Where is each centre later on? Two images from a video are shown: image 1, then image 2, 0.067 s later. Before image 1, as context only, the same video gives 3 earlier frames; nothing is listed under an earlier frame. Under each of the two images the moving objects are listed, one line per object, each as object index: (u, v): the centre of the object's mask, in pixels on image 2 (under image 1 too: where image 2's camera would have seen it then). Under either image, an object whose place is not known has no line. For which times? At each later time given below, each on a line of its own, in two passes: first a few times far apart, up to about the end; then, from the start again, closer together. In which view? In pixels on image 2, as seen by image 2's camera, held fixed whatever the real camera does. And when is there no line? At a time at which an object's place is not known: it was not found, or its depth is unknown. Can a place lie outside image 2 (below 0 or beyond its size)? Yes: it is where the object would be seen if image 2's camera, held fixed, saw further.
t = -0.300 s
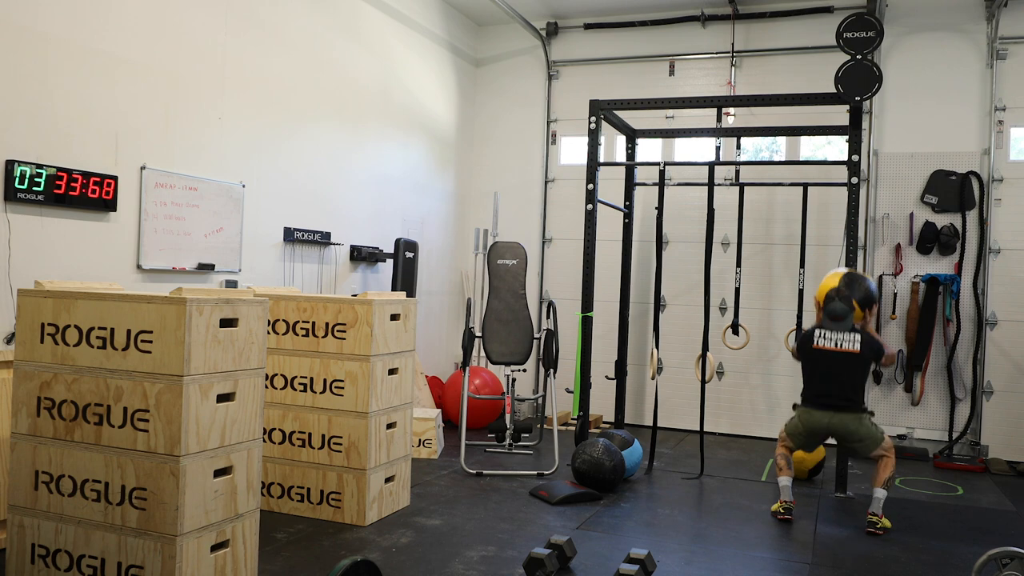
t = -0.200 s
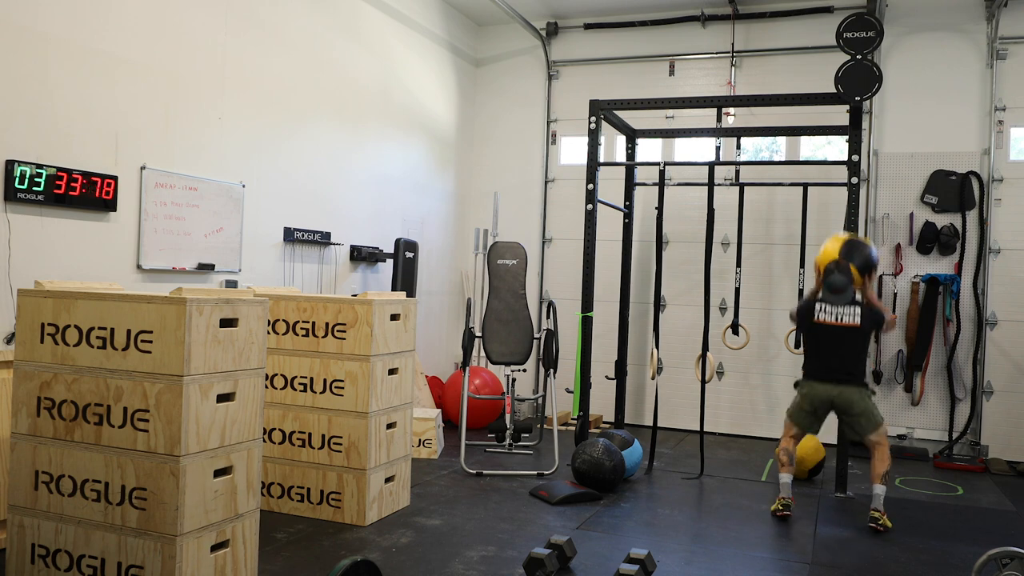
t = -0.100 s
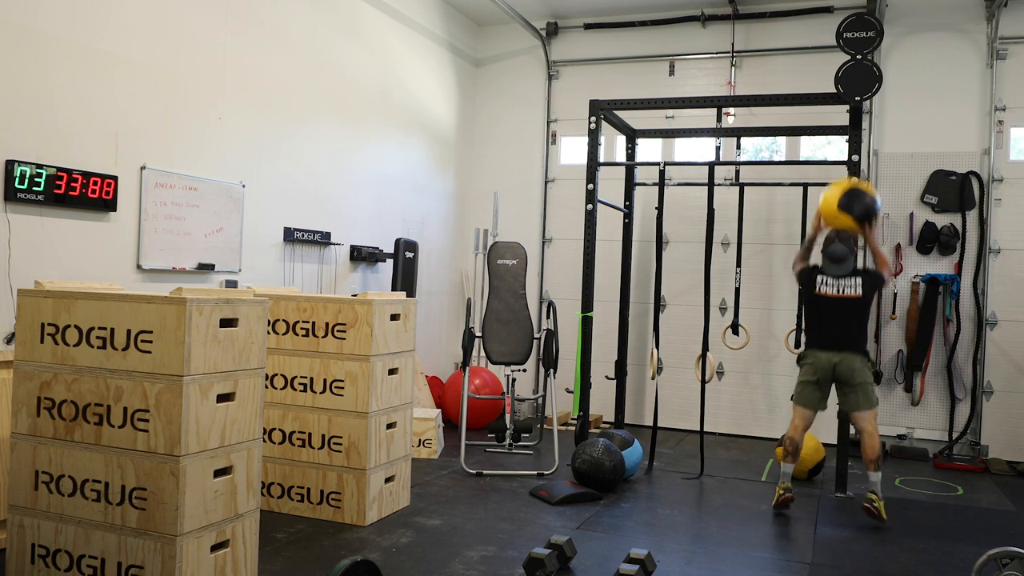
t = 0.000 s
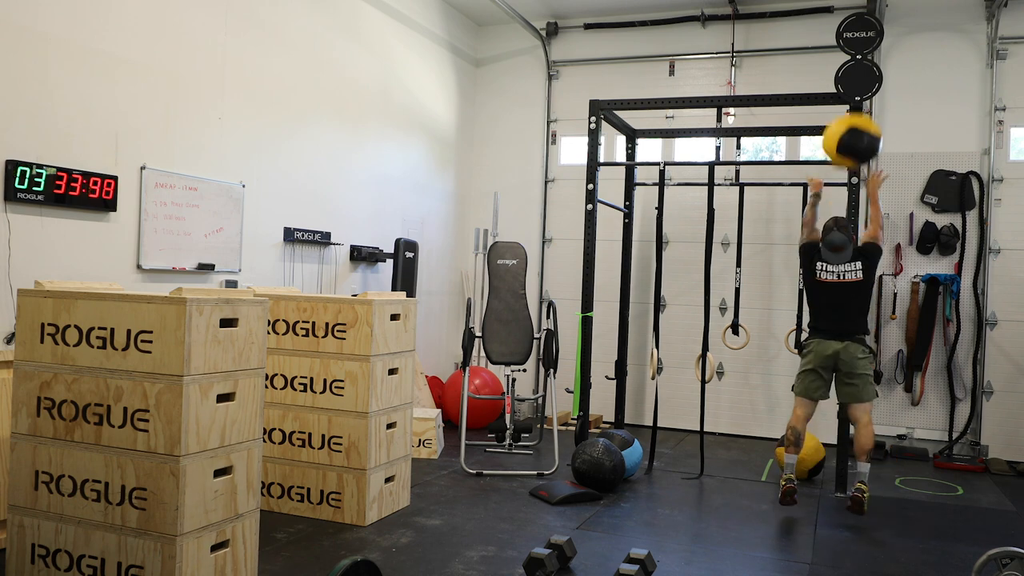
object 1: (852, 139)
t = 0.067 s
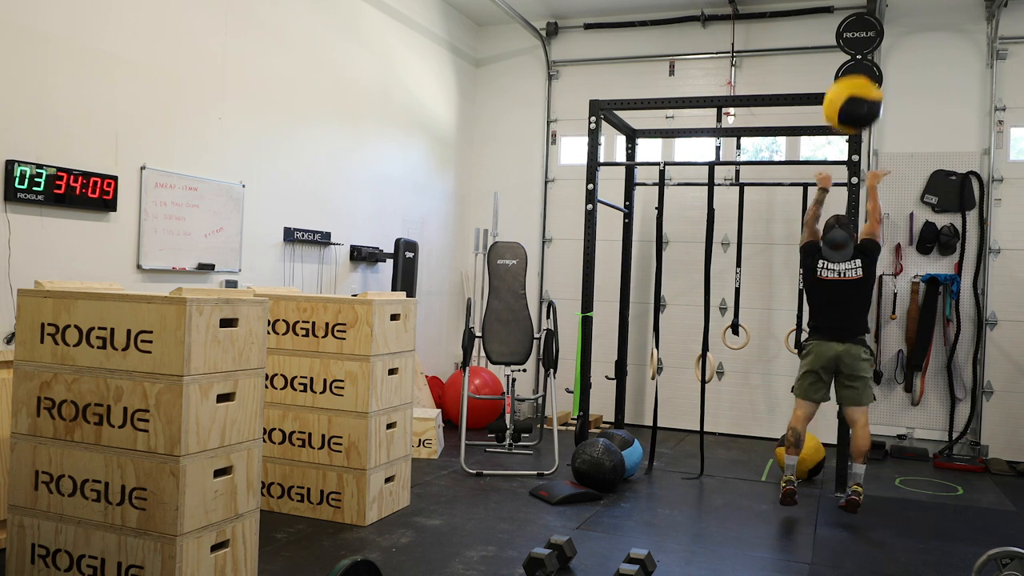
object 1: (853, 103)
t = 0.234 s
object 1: (854, 42)
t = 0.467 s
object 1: (854, 31)
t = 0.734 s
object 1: (851, 120)
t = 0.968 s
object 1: (846, 301)
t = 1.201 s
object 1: (845, 470)
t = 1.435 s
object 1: (879, 397)
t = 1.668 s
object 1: (910, 409)
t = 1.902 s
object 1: (940, 513)
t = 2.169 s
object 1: (975, 488)
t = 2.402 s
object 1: (997, 504)
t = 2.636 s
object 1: (1008, 512)
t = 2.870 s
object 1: (1009, 514)
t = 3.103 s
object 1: (1003, 513)
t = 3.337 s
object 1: (999, 512)
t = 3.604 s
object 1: (999, 512)
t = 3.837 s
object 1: (1000, 512)
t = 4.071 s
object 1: (1000, 512)
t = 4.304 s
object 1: (1000, 512)
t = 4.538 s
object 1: (1000, 512)
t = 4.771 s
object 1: (999, 512)
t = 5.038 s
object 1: (999, 512)
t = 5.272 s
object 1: (1000, 512)
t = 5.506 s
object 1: (1000, 512)
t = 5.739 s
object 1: (1000, 512)
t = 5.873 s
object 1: (1000, 512)
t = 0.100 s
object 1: (853, 87)
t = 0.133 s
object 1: (853, 74)
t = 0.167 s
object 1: (854, 64)
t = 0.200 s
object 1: (855, 47)
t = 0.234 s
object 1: (854, 42)
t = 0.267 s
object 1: (854, 36)
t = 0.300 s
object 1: (854, 31)
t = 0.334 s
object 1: (855, 28)
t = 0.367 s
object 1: (855, 27)
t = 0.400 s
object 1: (855, 27)
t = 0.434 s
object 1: (854, 28)
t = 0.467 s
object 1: (854, 31)
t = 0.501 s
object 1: (854, 36)
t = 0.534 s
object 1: (854, 42)
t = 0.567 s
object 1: (855, 47)
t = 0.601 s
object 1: (853, 62)
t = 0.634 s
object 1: (853, 74)
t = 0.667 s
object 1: (853, 87)
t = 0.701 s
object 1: (852, 103)
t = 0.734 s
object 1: (851, 120)
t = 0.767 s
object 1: (850, 140)
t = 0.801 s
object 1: (850, 162)
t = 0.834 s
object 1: (849, 186)
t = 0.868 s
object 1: (848, 211)
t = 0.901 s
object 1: (847, 239)
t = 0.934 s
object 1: (846, 269)
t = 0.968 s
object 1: (846, 301)
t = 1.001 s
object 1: (845, 335)
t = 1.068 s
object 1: (840, 412)
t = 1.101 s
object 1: (837, 453)
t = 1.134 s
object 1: (836, 493)
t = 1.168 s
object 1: (840, 487)
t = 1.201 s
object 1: (845, 470)
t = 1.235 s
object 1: (848, 455)
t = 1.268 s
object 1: (855, 441)
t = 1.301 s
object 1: (859, 429)
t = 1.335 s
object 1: (864, 419)
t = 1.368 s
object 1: (869, 410)
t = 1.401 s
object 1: (874, 403)
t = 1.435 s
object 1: (879, 397)
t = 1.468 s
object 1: (883, 394)
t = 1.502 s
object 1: (888, 392)
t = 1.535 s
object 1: (893, 391)
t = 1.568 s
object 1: (897, 393)
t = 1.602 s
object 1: (901, 396)
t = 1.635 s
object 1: (905, 401)
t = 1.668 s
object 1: (910, 409)
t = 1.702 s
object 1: (914, 417)
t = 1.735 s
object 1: (918, 429)
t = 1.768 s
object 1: (923, 443)
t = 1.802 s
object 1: (927, 459)
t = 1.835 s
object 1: (932, 477)
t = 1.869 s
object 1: (937, 497)
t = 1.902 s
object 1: (940, 513)
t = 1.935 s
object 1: (945, 506)
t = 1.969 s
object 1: (949, 497)
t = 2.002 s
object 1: (954, 491)
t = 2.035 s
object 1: (958, 487)
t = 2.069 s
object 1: (962, 485)
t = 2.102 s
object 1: (967, 484)
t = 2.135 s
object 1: (971, 485)
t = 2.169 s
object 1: (975, 488)
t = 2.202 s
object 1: (979, 494)
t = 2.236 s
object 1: (983, 501)
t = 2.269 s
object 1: (987, 510)
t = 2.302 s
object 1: (990, 513)
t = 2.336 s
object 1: (993, 509)
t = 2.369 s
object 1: (996, 505)
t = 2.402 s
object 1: (997, 504)
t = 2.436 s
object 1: (999, 504)
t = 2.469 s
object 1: (1001, 506)
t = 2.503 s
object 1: (1003, 512)
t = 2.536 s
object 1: (1004, 515)
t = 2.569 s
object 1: (1005, 513)
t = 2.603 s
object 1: (1007, 512)
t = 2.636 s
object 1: (1008, 512)
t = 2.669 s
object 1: (1009, 514)
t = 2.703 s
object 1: (1010, 515)
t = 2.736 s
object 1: (1010, 514)
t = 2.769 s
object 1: (1010, 514)
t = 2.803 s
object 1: (1010, 515)
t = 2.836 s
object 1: (1010, 515)
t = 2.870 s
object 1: (1009, 514)
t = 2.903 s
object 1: (1008, 514)
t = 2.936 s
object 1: (1007, 514)
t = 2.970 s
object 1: (1006, 514)
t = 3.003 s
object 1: (1005, 514)
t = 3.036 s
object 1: (1005, 514)
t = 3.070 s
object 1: (1004, 514)
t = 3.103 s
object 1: (1003, 513)
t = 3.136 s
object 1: (1002, 513)
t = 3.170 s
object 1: (1002, 513)
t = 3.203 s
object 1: (1001, 513)
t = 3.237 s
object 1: (1001, 513)
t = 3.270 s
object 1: (1000, 512)
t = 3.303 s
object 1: (1000, 512)
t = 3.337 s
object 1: (999, 512)
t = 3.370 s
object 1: (999, 512)
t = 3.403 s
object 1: (999, 512)
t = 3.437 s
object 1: (999, 512)
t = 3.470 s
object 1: (999, 512)
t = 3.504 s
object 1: (999, 512)
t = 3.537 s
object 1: (999, 512)
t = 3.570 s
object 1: (999, 512)
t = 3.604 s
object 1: (999, 512)
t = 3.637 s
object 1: (999, 512)
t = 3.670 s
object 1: (999, 512)
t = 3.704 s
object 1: (999, 512)
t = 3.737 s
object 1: (999, 512)
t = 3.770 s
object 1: (999, 512)
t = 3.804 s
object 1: (1000, 512)
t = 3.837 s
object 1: (1000, 512)
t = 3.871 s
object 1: (1000, 512)
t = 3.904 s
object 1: (1000, 512)
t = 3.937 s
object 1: (1000, 512)
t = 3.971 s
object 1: (1000, 512)
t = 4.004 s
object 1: (1000, 512)
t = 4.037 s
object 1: (1000, 512)
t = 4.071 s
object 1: (1000, 512)
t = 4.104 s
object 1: (1000, 512)
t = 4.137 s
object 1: (1000, 512)
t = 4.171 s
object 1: (1000, 512)
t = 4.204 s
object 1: (1000, 512)
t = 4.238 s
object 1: (1000, 512)
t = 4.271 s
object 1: (1000, 512)
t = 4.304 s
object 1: (1000, 512)
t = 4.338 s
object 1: (1000, 512)
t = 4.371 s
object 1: (1000, 512)
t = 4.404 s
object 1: (1000, 512)
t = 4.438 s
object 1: (1000, 512)
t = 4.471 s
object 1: (1000, 512)
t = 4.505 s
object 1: (1000, 512)
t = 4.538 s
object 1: (1000, 512)
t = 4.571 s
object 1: (1000, 512)
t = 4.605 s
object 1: (1000, 512)
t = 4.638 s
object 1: (1000, 512)
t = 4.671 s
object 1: (1000, 512)
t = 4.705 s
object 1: (999, 512)
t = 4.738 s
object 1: (999, 512)
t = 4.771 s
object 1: (999, 512)
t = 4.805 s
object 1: (999, 512)
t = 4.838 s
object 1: (999, 512)
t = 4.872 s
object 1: (999, 512)
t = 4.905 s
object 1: (999, 512)
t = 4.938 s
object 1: (999, 512)
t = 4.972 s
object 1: (999, 512)
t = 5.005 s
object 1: (999, 512)
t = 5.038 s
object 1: (999, 512)
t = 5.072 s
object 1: (999, 512)
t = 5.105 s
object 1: (999, 512)
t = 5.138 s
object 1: (1000, 512)
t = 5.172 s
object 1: (1000, 512)
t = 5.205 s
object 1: (1000, 512)
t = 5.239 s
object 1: (1000, 512)
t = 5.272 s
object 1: (1000, 512)
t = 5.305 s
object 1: (1000, 512)
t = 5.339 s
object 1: (1000, 512)
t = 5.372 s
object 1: (1000, 512)
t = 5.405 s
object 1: (1000, 512)
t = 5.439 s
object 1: (1000, 512)
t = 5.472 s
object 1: (1000, 512)
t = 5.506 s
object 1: (1000, 512)
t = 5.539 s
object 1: (1000, 512)
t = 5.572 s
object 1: (1000, 512)
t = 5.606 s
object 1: (1000, 512)
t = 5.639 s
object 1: (1000, 512)
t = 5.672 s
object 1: (1000, 512)
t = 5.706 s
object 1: (1000, 512)
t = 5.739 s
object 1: (1000, 512)
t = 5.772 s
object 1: (1000, 512)
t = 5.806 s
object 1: (1000, 512)
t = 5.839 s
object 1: (1000, 512)
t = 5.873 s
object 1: (1000, 512)
